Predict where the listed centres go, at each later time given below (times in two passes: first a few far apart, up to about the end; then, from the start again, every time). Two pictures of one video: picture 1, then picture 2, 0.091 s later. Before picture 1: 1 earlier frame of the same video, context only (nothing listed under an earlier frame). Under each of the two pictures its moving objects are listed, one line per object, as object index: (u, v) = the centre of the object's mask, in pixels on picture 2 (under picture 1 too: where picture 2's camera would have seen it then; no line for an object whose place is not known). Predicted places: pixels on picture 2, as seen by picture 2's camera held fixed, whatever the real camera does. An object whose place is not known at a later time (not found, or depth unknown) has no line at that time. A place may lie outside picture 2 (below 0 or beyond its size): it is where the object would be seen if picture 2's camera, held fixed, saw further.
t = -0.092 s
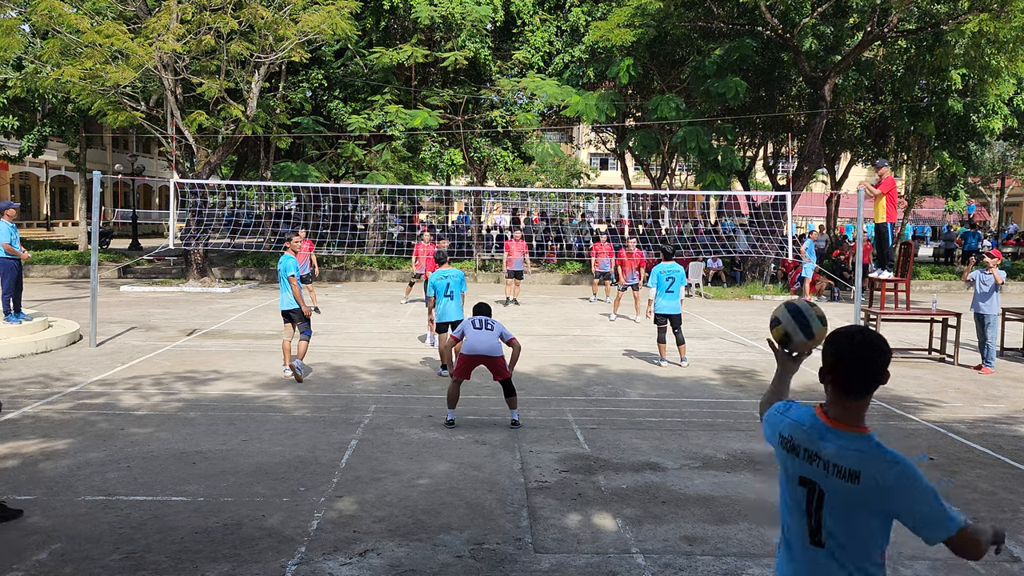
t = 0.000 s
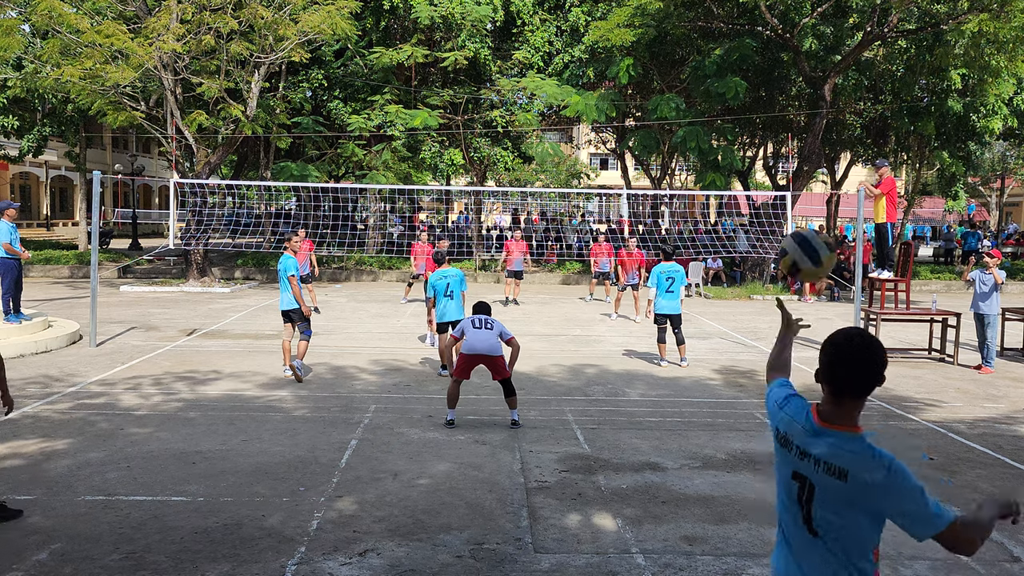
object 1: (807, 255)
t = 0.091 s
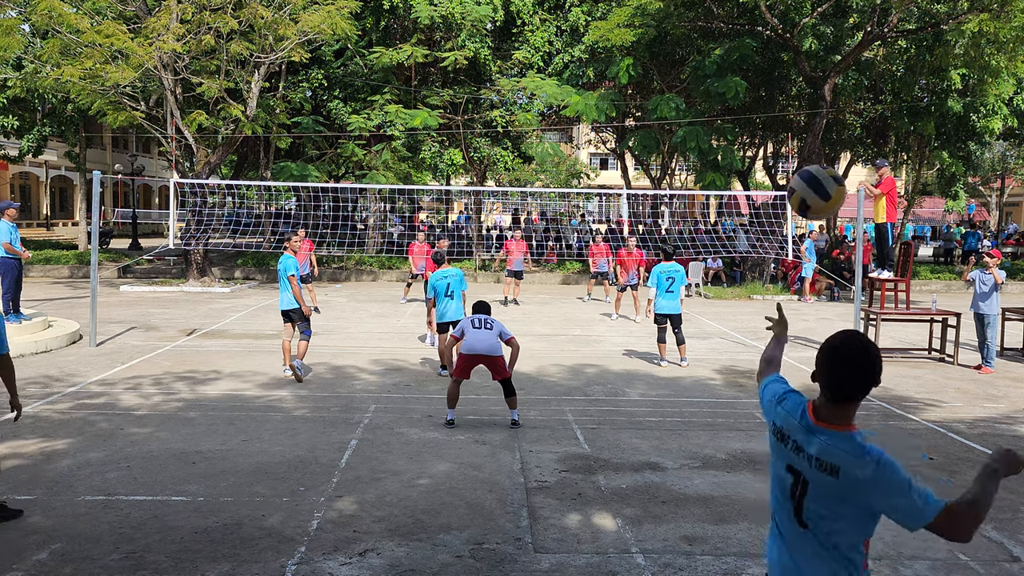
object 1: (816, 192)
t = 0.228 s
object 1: (827, 147)
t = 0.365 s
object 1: (836, 148)
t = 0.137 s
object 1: (819, 177)
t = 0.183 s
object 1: (824, 159)
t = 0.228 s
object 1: (827, 147)
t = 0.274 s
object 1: (831, 143)
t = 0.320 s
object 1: (833, 143)
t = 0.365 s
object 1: (836, 148)
